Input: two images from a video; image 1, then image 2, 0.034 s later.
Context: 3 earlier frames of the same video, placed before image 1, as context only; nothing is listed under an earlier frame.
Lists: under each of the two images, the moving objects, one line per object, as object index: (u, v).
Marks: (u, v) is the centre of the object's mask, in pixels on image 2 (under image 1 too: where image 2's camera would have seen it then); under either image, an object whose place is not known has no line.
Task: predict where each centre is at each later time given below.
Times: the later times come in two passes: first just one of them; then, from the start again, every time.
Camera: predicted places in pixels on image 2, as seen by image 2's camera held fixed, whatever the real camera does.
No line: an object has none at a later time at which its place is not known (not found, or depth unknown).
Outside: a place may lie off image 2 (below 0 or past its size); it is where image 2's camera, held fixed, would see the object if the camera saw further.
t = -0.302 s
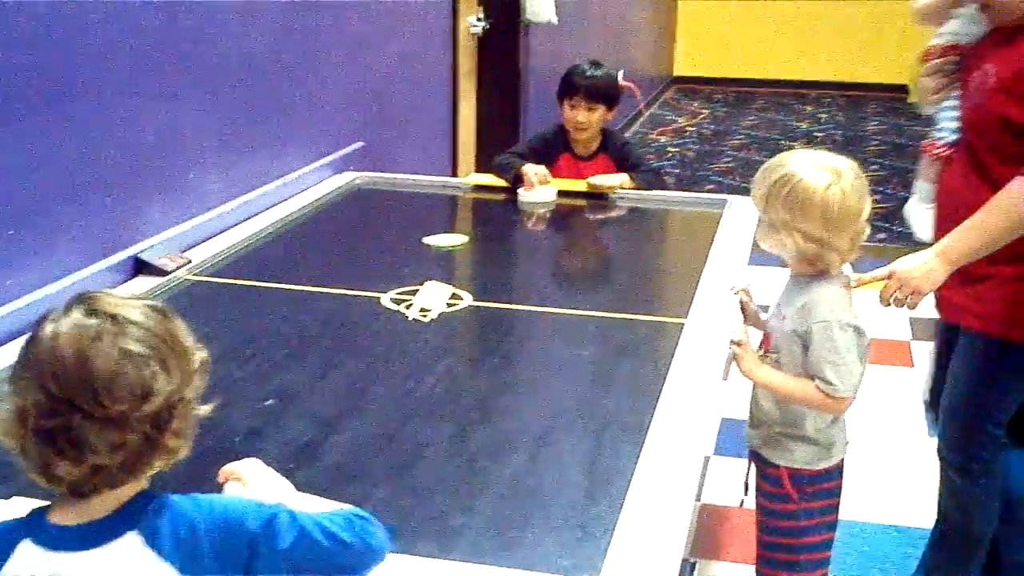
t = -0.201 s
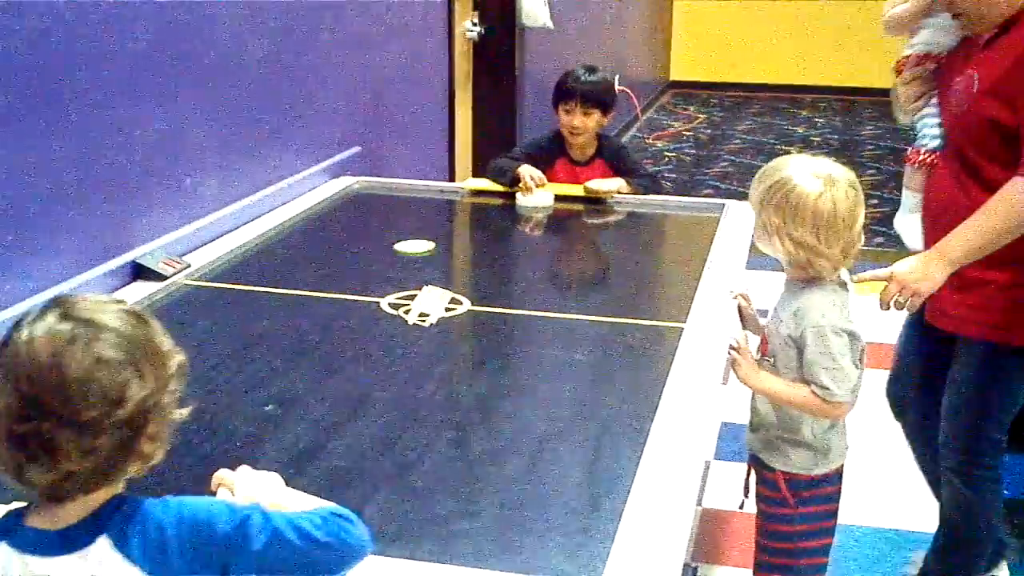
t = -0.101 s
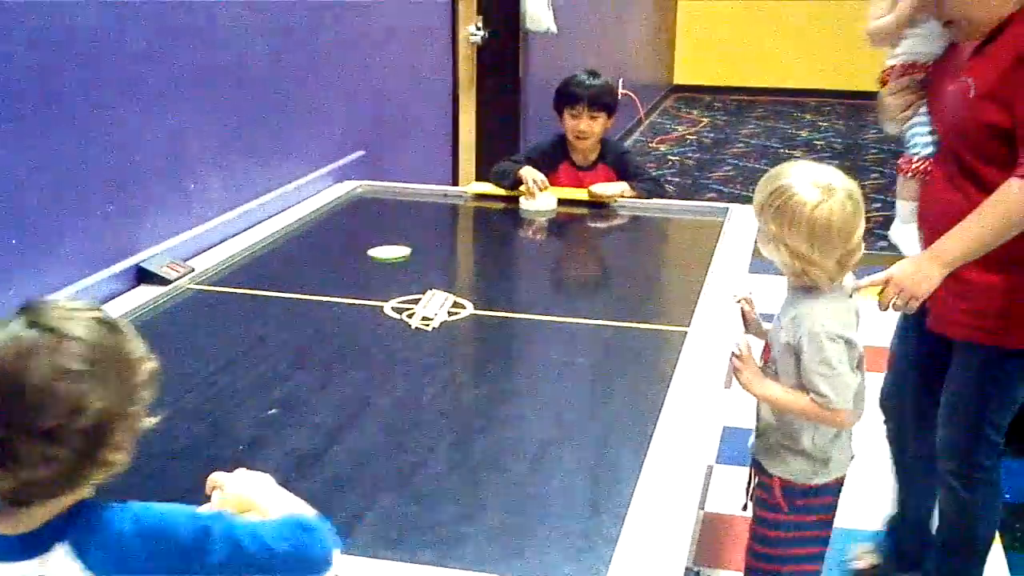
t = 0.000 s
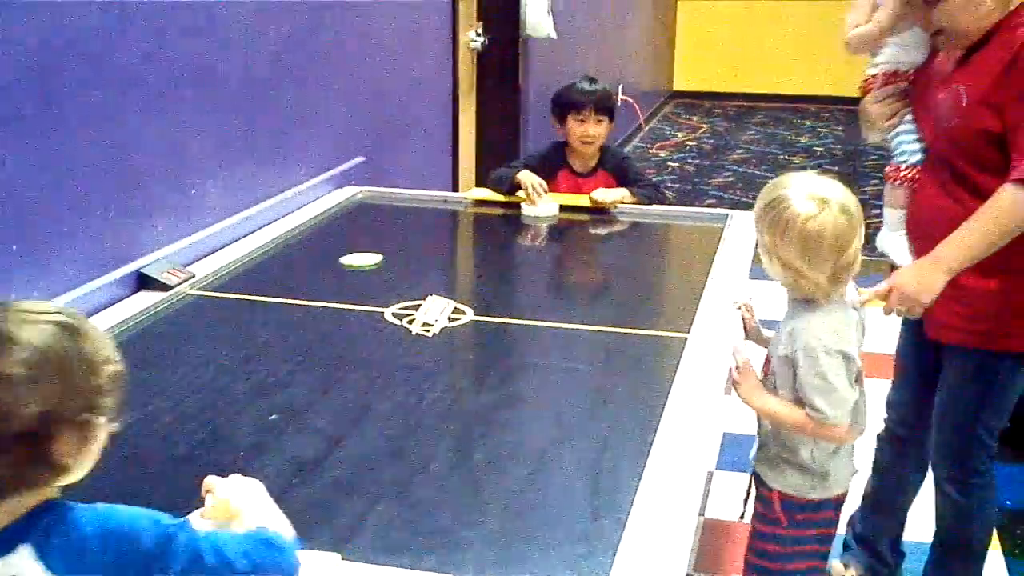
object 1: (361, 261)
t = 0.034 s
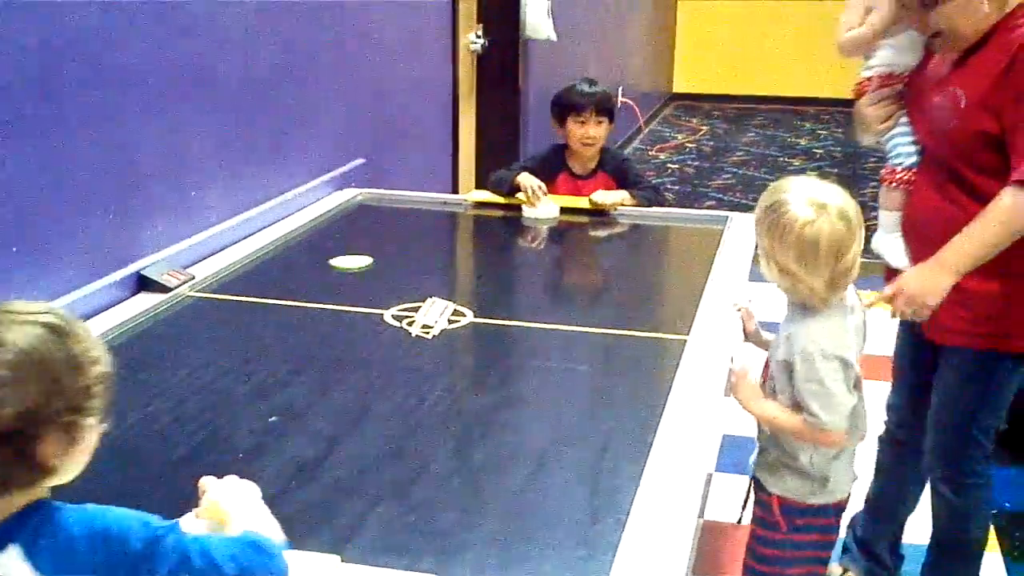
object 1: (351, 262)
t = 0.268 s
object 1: (285, 266)
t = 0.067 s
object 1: (341, 263)
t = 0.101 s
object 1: (332, 263)
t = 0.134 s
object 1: (322, 264)
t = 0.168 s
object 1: (313, 264)
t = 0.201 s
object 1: (304, 265)
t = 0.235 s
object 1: (294, 265)
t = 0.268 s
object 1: (285, 266)
